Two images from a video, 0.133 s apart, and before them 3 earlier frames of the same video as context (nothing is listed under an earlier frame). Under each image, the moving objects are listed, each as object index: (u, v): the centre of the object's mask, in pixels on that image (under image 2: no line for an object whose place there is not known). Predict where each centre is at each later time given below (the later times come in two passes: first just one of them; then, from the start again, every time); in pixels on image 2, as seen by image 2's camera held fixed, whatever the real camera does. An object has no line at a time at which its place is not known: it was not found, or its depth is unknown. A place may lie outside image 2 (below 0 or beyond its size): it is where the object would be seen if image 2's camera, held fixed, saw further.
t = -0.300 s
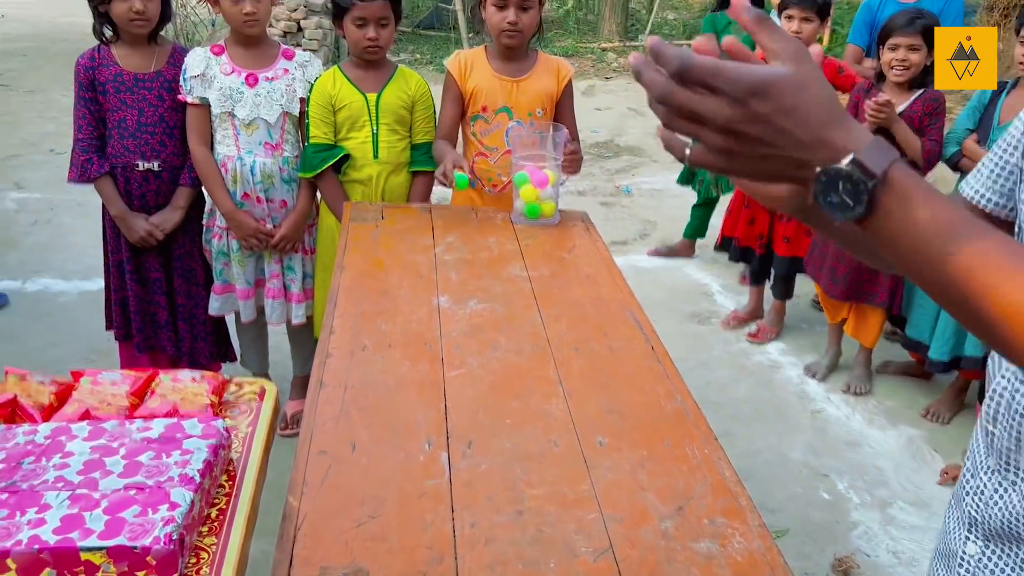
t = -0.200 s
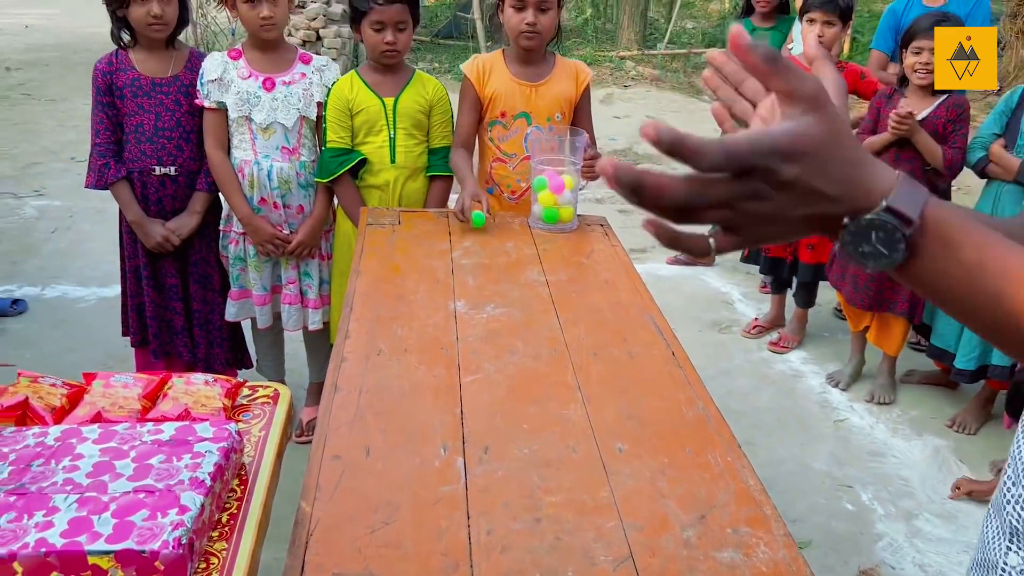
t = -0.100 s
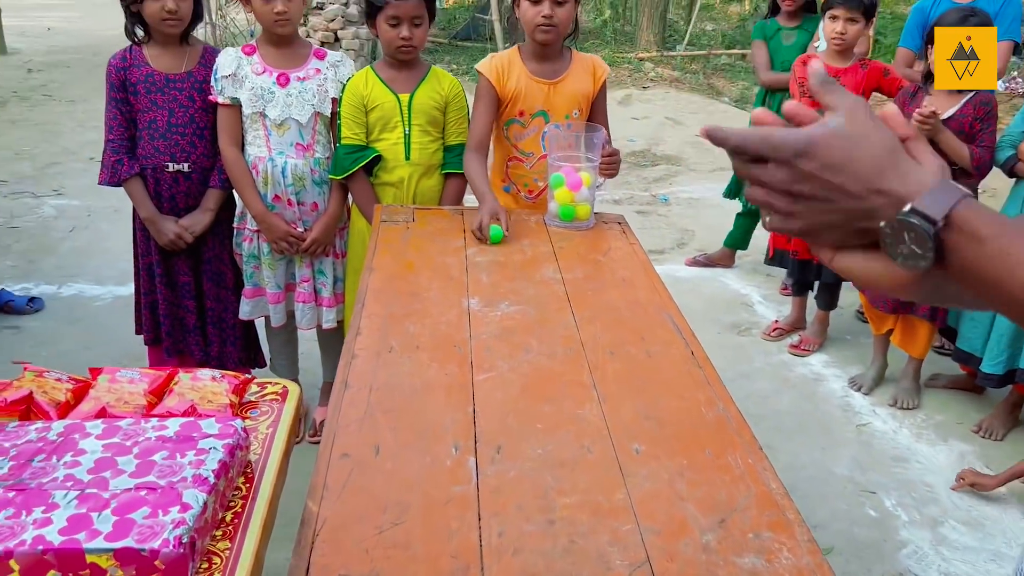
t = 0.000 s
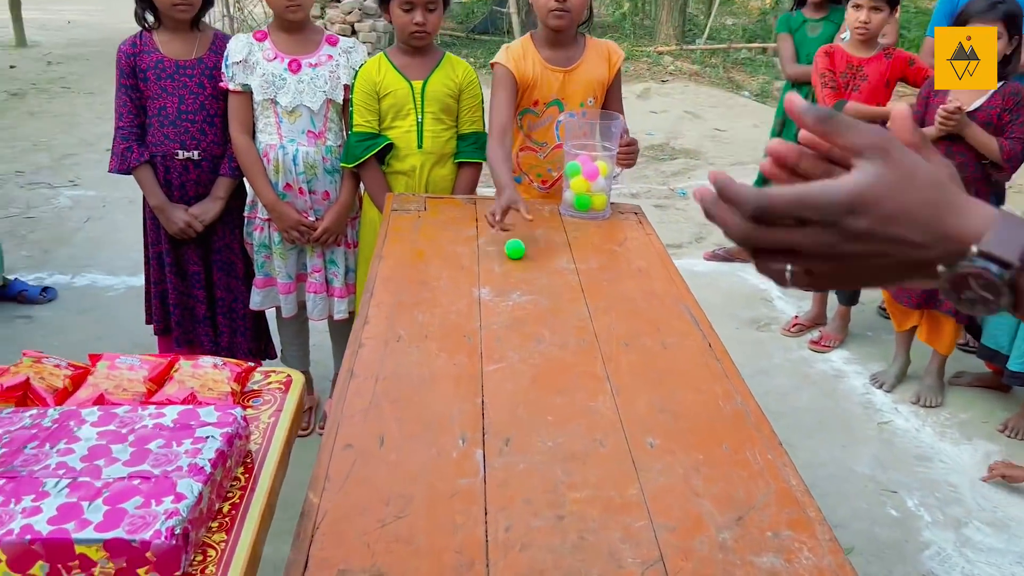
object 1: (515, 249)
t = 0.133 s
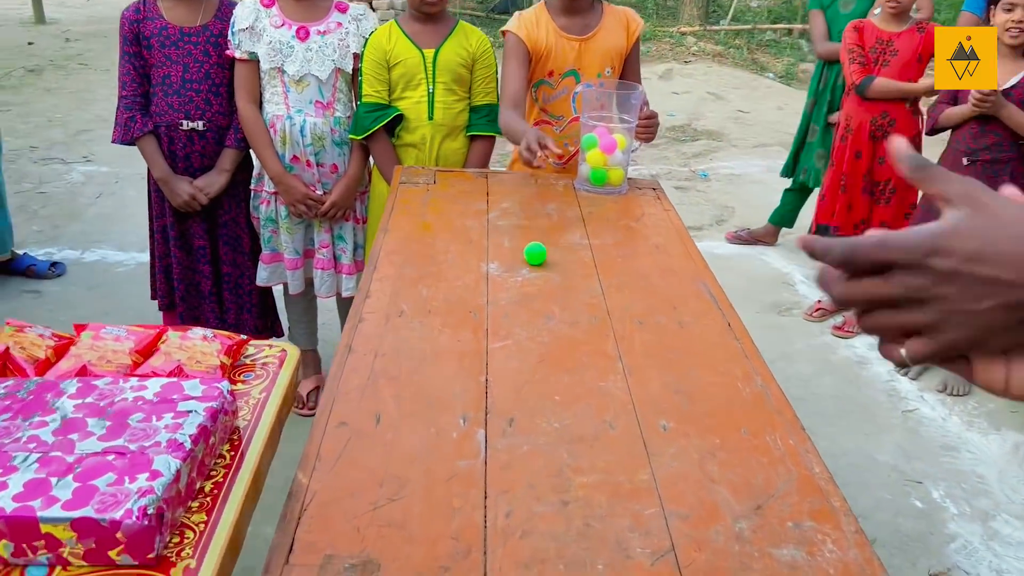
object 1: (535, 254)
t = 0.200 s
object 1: (541, 269)
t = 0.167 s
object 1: (538, 261)
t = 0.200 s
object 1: (541, 269)
